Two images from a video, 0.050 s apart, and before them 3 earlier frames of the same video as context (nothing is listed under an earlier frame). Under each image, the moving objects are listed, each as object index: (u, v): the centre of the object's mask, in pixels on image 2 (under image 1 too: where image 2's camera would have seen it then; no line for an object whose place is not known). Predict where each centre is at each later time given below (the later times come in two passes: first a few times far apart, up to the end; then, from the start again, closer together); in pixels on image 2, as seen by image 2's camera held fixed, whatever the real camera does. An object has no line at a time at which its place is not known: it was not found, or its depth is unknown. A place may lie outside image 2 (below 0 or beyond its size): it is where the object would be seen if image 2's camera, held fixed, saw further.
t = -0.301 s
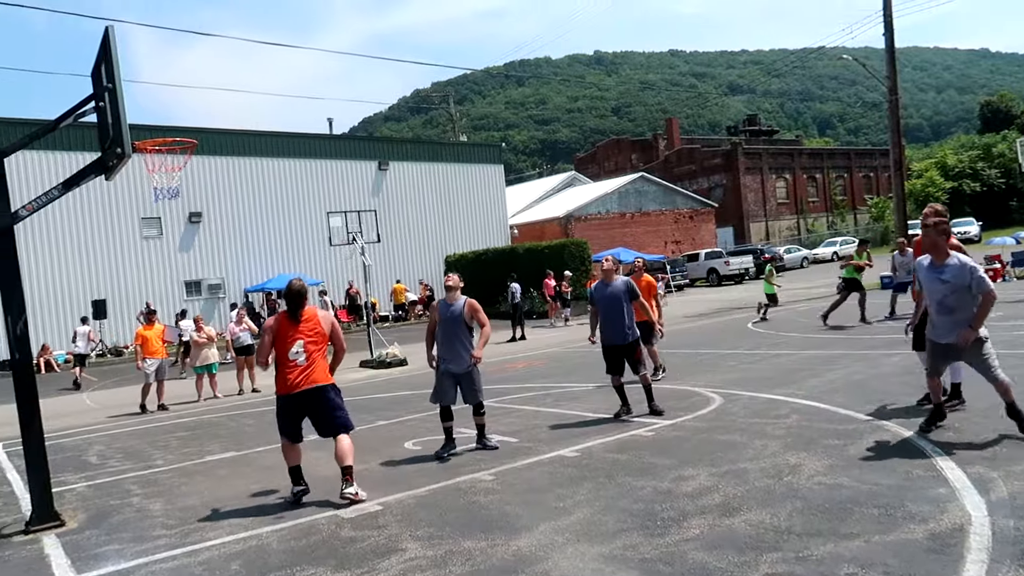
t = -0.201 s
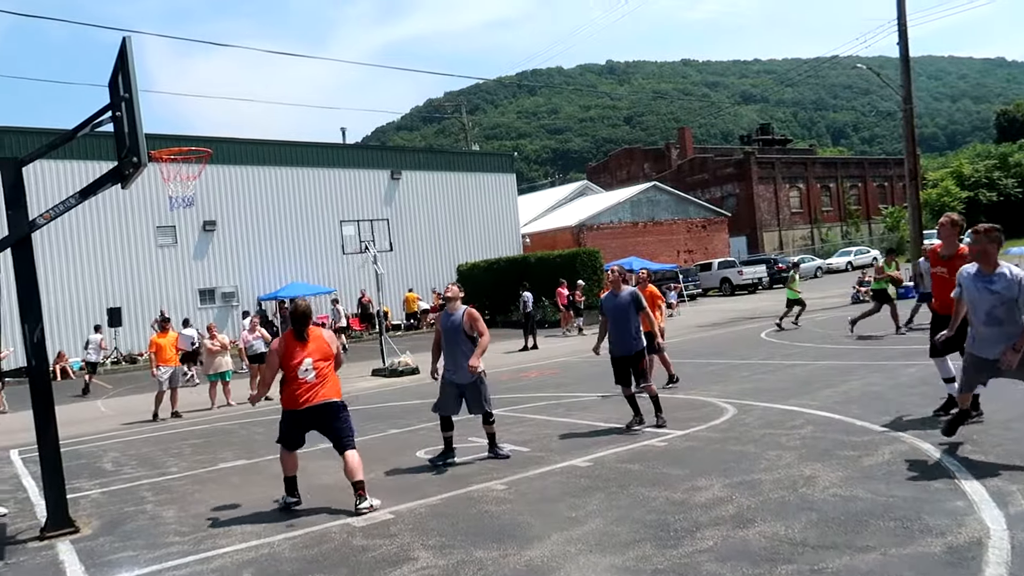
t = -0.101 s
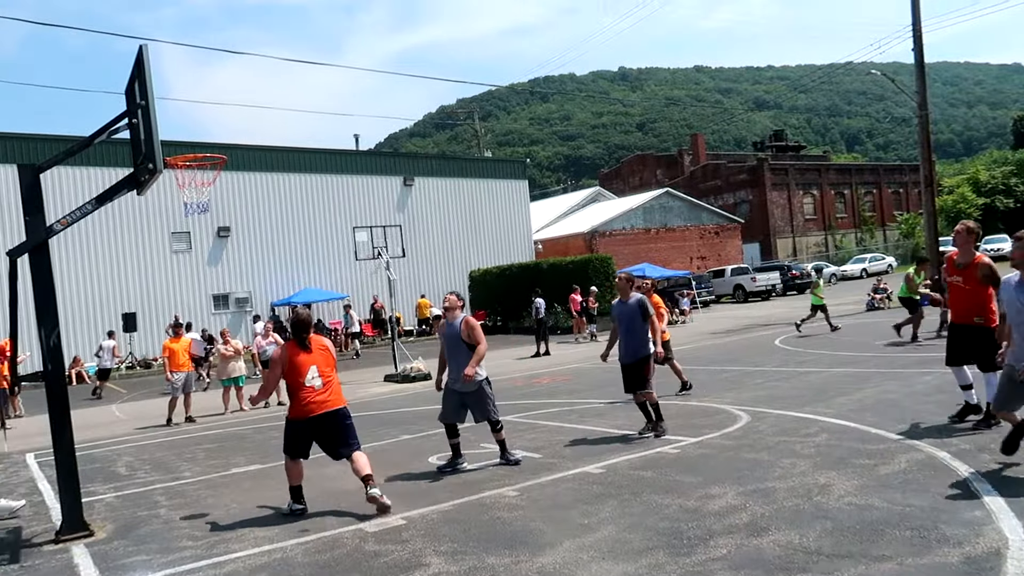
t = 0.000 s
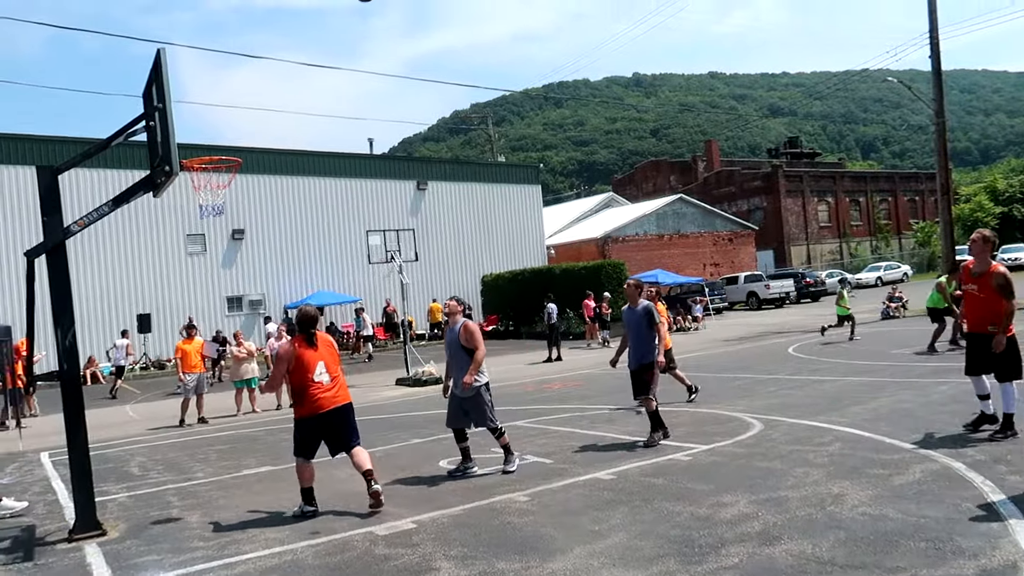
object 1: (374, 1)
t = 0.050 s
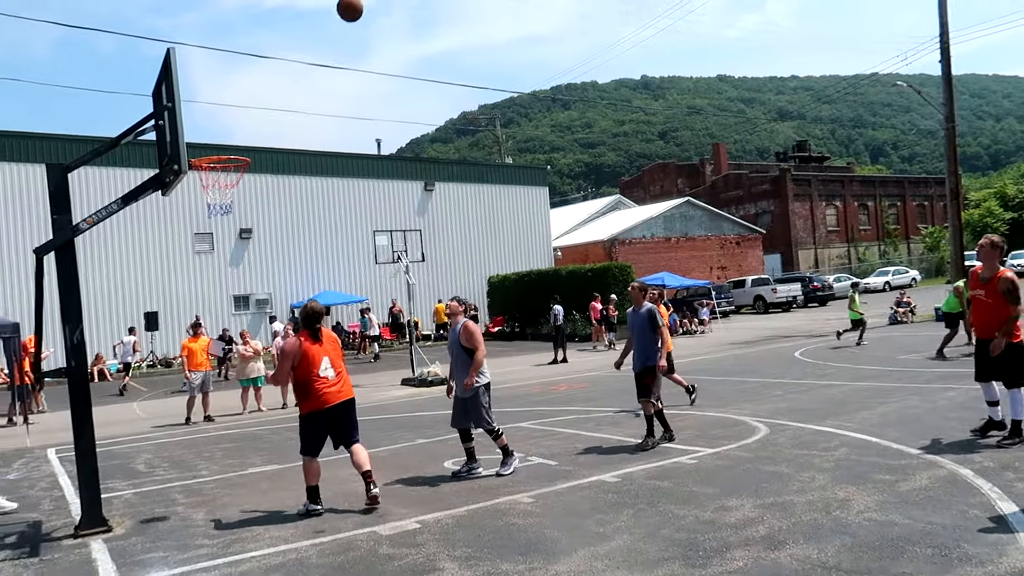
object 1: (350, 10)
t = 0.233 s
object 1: (263, 103)
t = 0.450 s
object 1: (198, 203)
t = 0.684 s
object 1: (180, 290)
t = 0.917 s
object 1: (163, 464)
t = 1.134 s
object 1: (159, 439)
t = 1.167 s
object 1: (160, 419)
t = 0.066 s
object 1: (342, 15)
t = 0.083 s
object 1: (334, 23)
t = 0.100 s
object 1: (326, 31)
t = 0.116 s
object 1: (318, 39)
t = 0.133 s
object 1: (311, 47)
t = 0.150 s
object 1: (303, 55)
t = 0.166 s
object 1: (295, 64)
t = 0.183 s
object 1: (287, 73)
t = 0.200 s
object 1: (279, 83)
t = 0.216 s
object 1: (271, 93)
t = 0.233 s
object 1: (263, 103)
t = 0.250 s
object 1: (255, 113)
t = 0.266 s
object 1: (247, 124)
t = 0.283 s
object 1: (240, 135)
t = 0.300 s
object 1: (232, 146)
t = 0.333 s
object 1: (219, 168)
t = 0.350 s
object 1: (214, 174)
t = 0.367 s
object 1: (210, 179)
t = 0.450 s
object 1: (198, 203)
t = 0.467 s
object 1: (197, 206)
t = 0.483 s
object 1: (195, 210)
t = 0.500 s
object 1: (194, 215)
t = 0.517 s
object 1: (192, 220)
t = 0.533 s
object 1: (191, 225)
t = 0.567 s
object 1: (188, 236)
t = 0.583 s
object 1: (186, 244)
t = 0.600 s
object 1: (185, 250)
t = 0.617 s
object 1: (184, 257)
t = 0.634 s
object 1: (183, 265)
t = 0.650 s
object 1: (182, 273)
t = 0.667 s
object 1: (181, 281)
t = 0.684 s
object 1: (180, 290)
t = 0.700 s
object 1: (178, 300)
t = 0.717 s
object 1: (177, 309)
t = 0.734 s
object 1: (175, 319)
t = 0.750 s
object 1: (175, 330)
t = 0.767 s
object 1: (173, 341)
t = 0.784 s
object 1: (171, 354)
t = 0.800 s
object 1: (170, 365)
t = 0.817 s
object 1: (169, 378)
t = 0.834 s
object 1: (169, 391)
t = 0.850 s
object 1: (167, 405)
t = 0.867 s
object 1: (166, 419)
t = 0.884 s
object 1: (165, 434)
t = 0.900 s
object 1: (163, 450)
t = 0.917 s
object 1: (163, 464)
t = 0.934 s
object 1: (162, 481)
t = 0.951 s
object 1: (160, 499)
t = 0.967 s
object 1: (159, 516)
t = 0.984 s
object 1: (158, 535)
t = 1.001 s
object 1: (158, 534)
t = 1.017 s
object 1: (157, 522)
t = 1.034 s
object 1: (158, 509)
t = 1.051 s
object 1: (158, 497)
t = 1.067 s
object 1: (159, 484)
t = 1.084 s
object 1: (159, 472)
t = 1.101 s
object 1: (158, 462)
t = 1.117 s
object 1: (159, 450)
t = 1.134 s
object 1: (159, 439)
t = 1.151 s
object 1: (159, 429)
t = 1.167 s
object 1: (160, 419)
